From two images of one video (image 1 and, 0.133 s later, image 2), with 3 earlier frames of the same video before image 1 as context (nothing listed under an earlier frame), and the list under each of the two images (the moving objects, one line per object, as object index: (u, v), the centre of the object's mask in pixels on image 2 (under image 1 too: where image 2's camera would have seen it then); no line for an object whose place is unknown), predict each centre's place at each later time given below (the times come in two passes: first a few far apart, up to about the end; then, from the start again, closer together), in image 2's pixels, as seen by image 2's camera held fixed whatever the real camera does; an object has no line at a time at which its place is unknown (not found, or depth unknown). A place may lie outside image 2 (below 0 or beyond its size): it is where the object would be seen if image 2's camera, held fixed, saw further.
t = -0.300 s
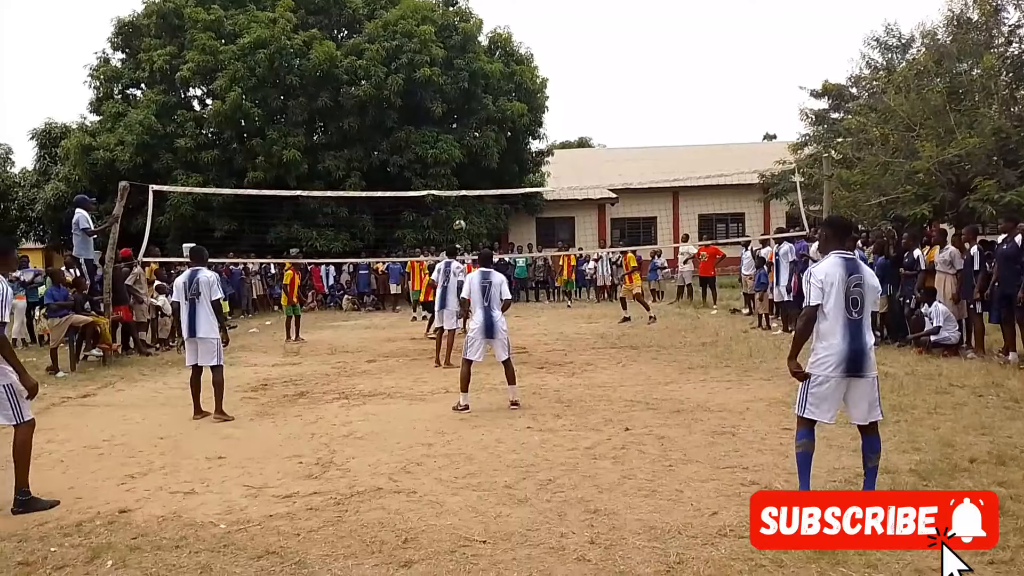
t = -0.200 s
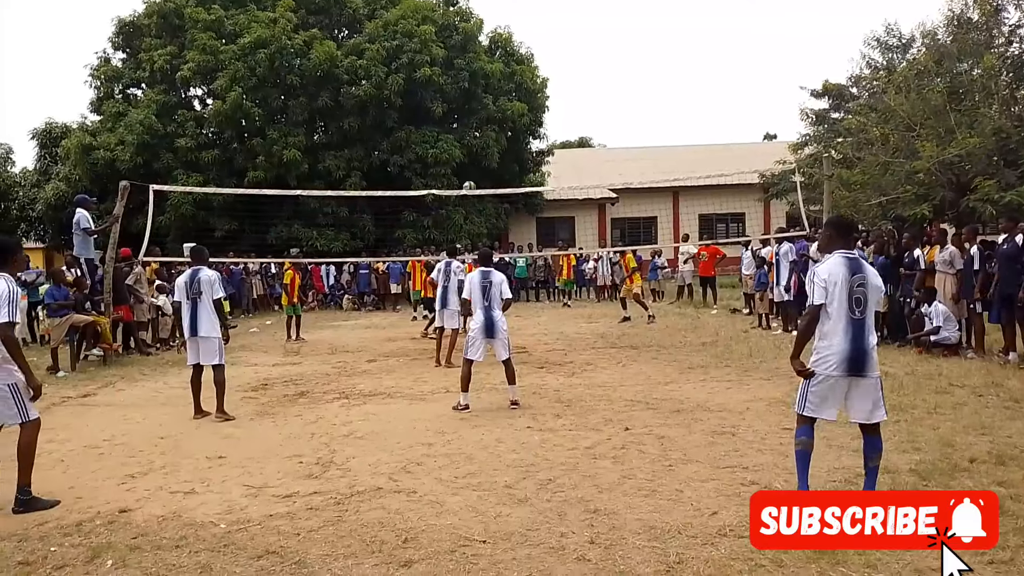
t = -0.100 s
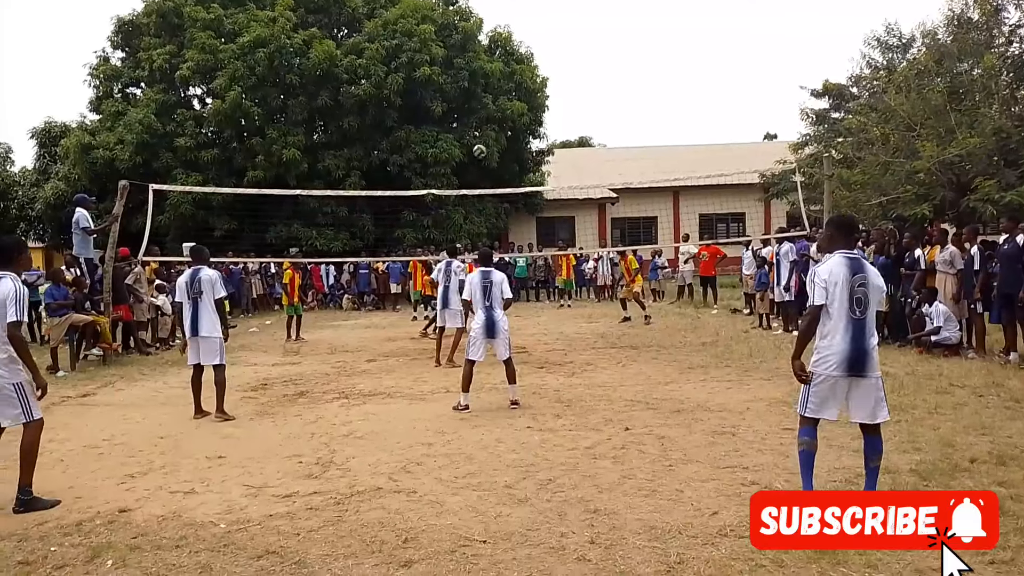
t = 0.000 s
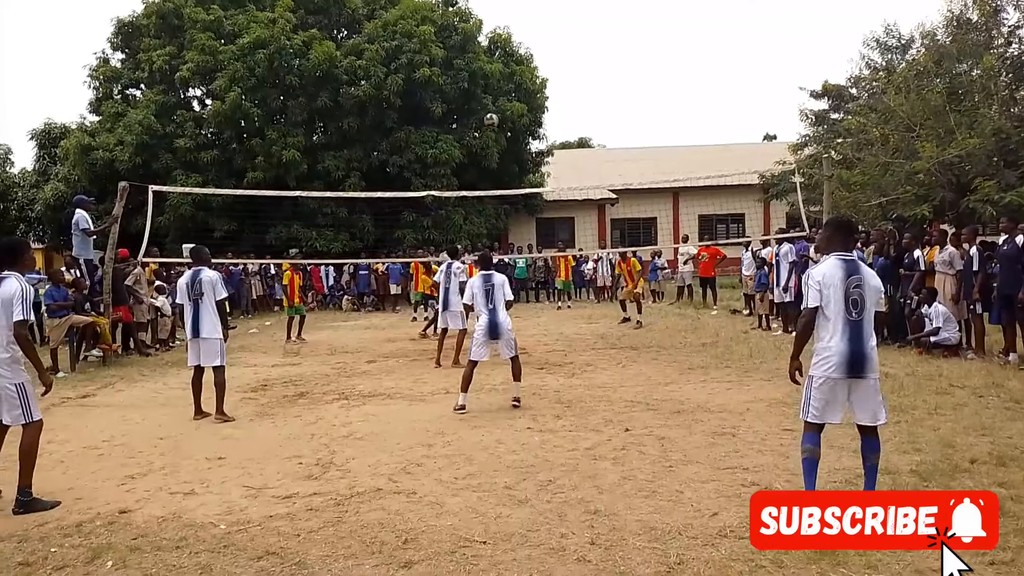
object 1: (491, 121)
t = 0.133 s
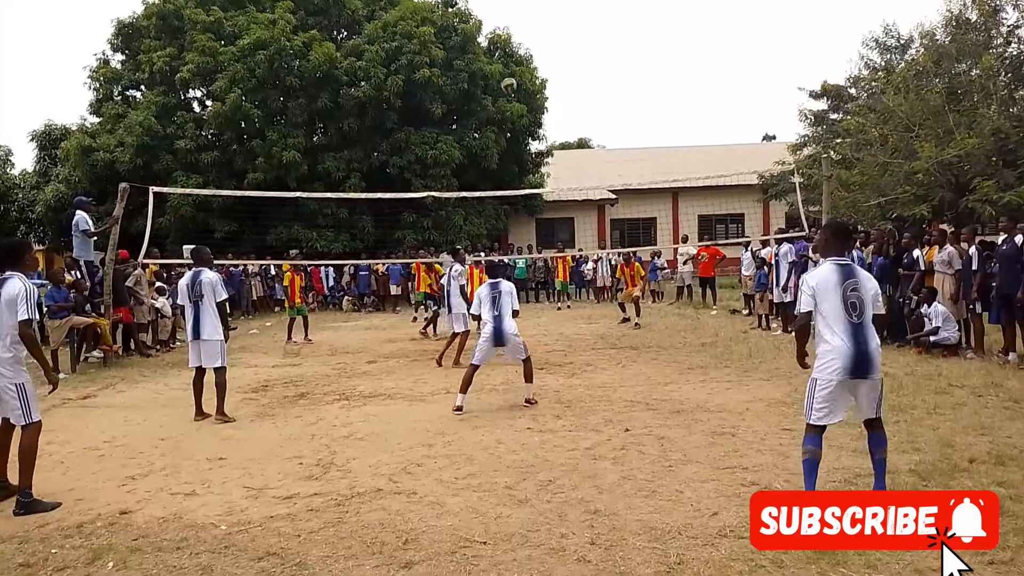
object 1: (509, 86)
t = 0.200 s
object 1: (518, 70)
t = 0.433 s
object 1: (562, 42)
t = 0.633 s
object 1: (610, 54)
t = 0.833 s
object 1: (672, 118)
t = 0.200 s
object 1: (518, 70)
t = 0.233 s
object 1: (525, 62)
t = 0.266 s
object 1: (530, 60)
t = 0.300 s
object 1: (536, 54)
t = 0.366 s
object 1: (549, 46)
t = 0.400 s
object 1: (556, 44)
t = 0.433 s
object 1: (562, 42)
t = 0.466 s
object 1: (570, 41)
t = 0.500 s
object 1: (577, 41)
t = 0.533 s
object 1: (585, 43)
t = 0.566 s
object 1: (593, 46)
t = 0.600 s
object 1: (602, 49)
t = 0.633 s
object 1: (610, 54)
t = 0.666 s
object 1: (620, 61)
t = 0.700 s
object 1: (629, 69)
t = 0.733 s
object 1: (639, 78)
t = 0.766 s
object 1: (650, 89)
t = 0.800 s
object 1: (661, 102)
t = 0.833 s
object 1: (672, 118)
